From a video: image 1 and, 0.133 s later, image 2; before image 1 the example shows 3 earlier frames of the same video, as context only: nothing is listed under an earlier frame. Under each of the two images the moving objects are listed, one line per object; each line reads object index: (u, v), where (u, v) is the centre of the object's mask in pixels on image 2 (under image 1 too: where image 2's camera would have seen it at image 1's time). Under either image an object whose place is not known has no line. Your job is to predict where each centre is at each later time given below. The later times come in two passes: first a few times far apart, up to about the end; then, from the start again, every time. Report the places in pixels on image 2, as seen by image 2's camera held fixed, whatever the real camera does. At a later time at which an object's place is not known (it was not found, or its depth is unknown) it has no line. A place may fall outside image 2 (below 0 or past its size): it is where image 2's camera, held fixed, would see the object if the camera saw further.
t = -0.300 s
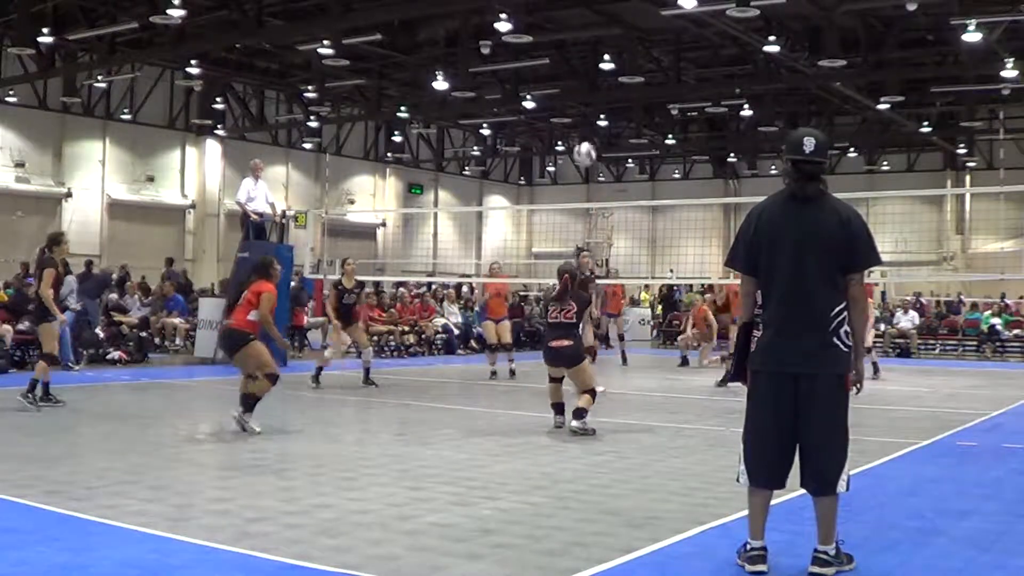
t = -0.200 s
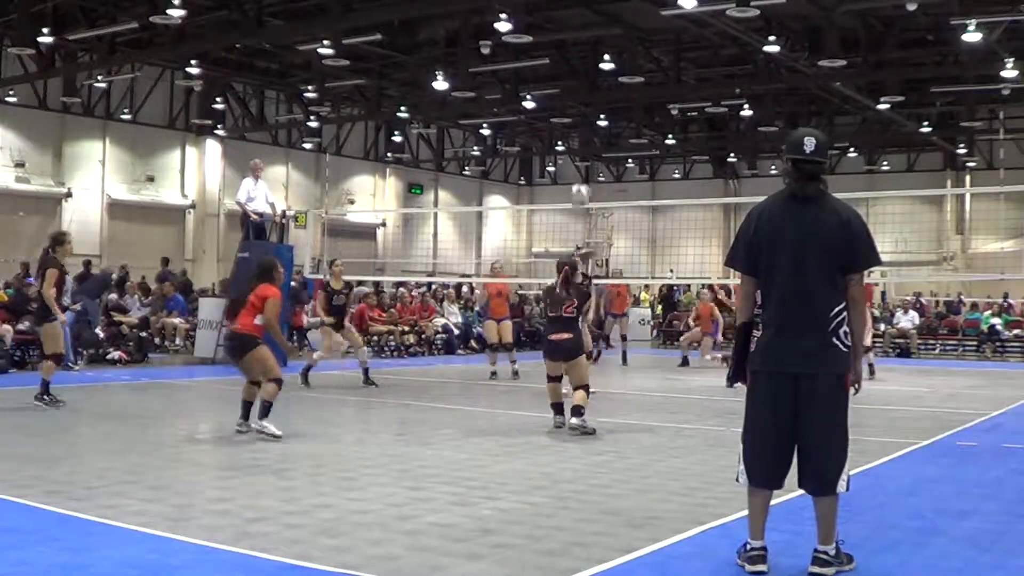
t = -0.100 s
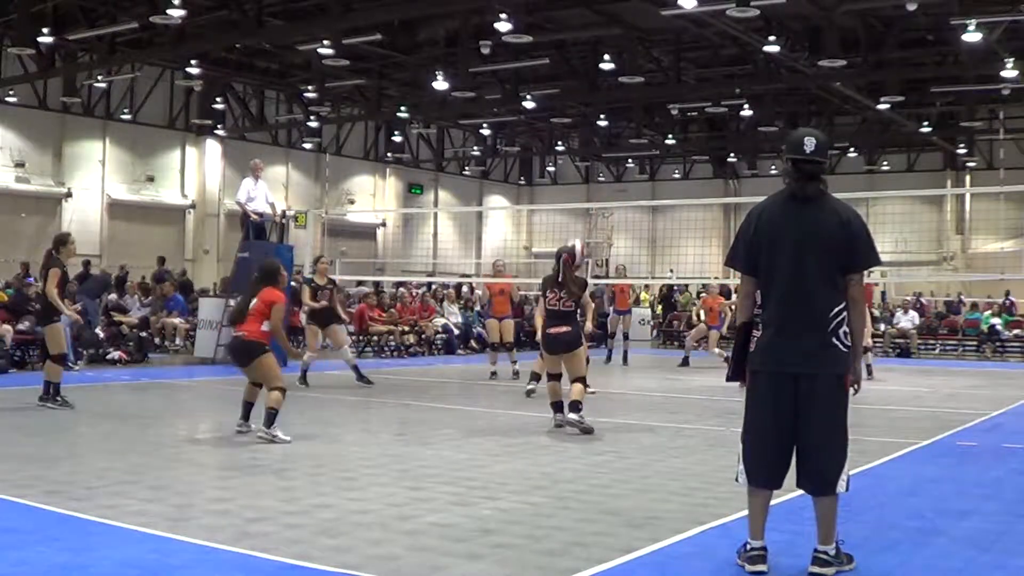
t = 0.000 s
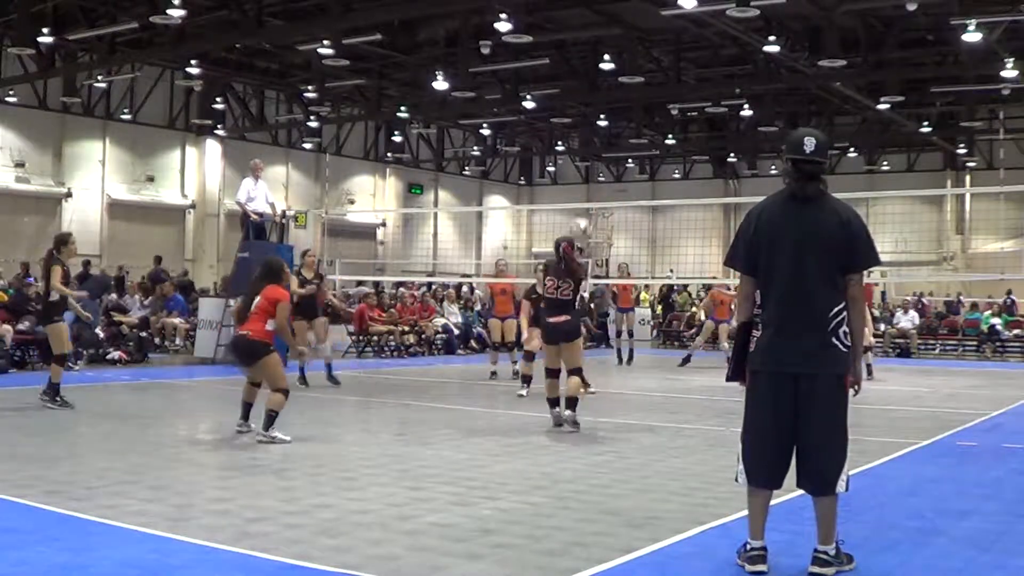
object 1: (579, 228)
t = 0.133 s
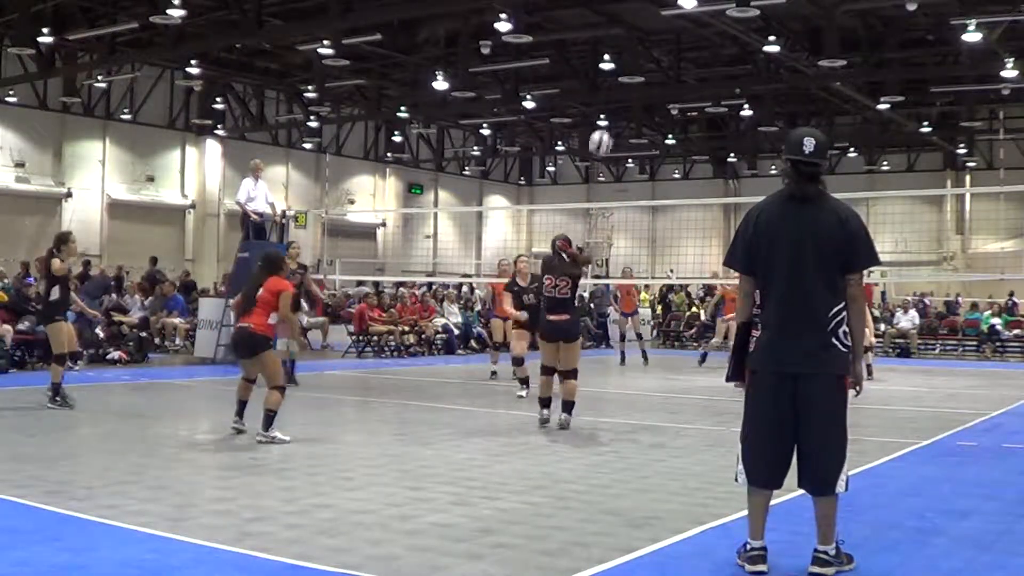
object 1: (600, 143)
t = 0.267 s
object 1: (618, 79)
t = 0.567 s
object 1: (655, 11)
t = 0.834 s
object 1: (685, 29)
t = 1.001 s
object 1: (703, 75)
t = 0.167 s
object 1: (605, 125)
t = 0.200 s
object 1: (609, 108)
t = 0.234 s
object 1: (614, 93)
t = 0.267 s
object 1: (618, 79)
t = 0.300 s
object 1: (623, 66)
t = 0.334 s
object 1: (626, 55)
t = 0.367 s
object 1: (631, 45)
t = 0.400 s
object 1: (635, 36)
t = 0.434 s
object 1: (639, 29)
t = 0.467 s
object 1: (643, 22)
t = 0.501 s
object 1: (647, 17)
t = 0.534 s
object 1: (650, 13)
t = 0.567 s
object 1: (655, 11)
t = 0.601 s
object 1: (659, 10)
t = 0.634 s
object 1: (662, 9)
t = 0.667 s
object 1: (666, 10)
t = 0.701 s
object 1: (670, 11)
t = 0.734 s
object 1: (673, 14)
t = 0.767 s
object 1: (677, 18)
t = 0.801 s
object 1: (681, 23)
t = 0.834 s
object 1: (685, 29)
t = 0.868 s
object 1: (689, 36)
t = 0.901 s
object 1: (692, 44)
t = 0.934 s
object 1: (696, 53)
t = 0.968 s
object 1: (699, 64)
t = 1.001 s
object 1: (703, 75)
